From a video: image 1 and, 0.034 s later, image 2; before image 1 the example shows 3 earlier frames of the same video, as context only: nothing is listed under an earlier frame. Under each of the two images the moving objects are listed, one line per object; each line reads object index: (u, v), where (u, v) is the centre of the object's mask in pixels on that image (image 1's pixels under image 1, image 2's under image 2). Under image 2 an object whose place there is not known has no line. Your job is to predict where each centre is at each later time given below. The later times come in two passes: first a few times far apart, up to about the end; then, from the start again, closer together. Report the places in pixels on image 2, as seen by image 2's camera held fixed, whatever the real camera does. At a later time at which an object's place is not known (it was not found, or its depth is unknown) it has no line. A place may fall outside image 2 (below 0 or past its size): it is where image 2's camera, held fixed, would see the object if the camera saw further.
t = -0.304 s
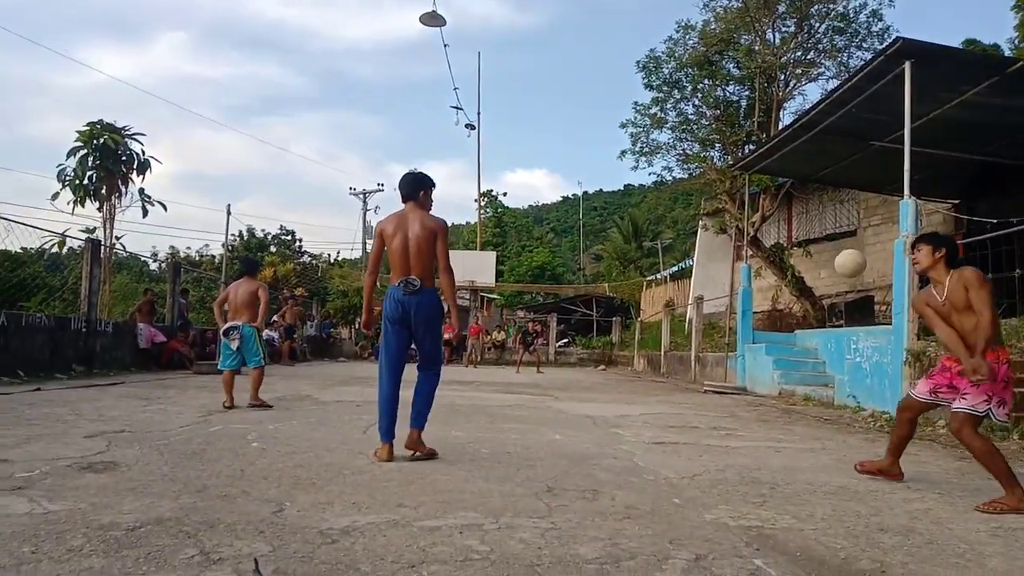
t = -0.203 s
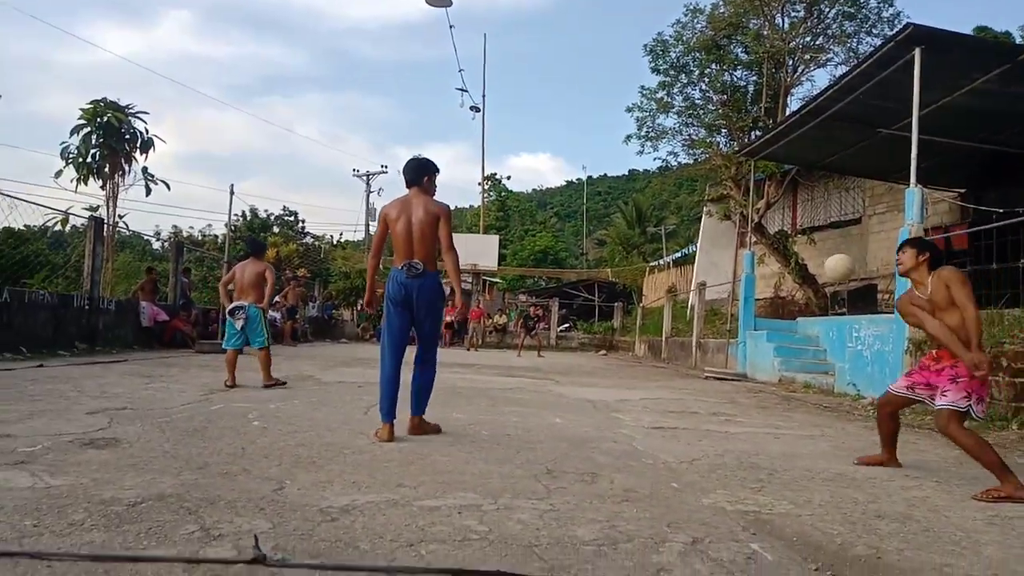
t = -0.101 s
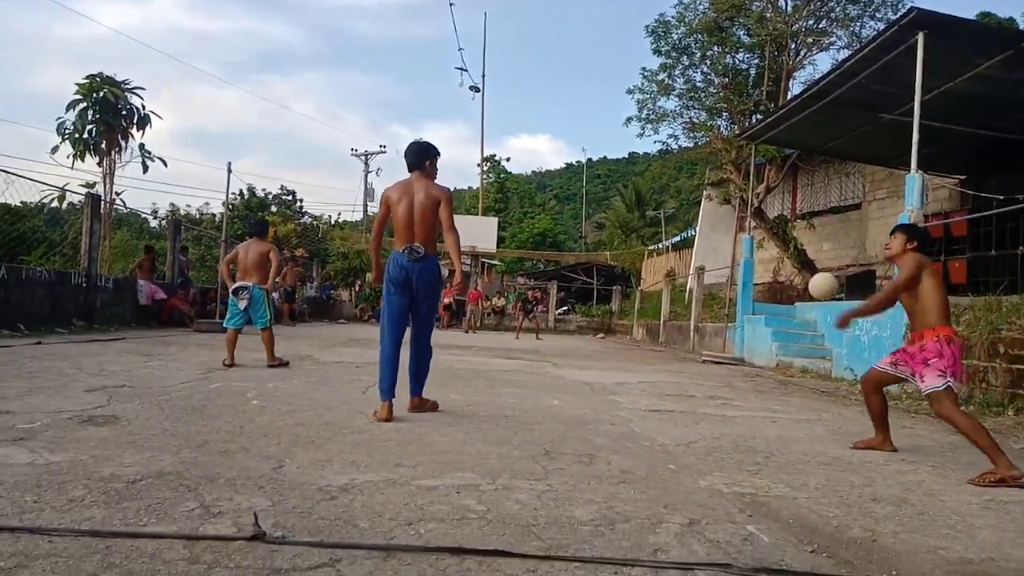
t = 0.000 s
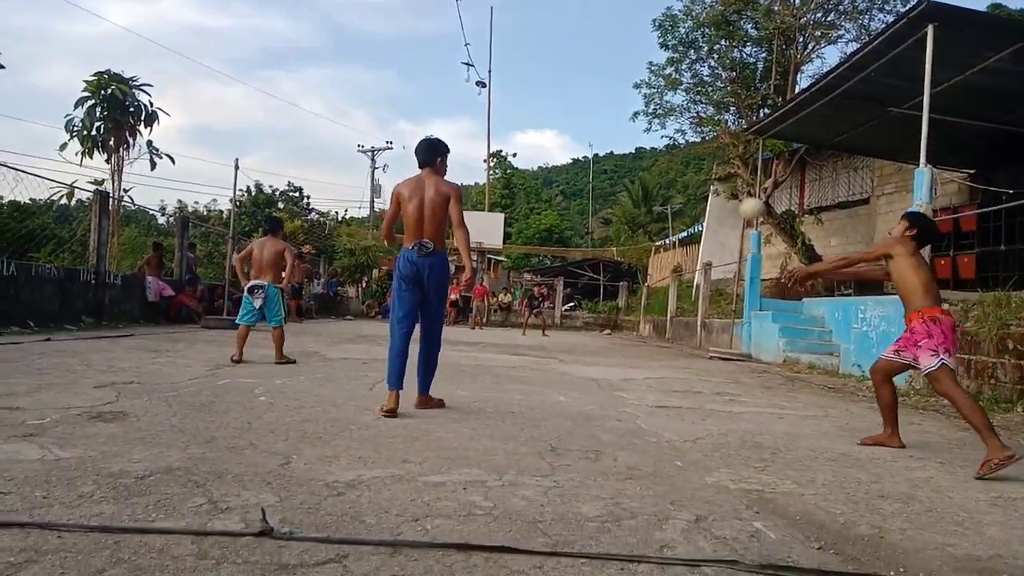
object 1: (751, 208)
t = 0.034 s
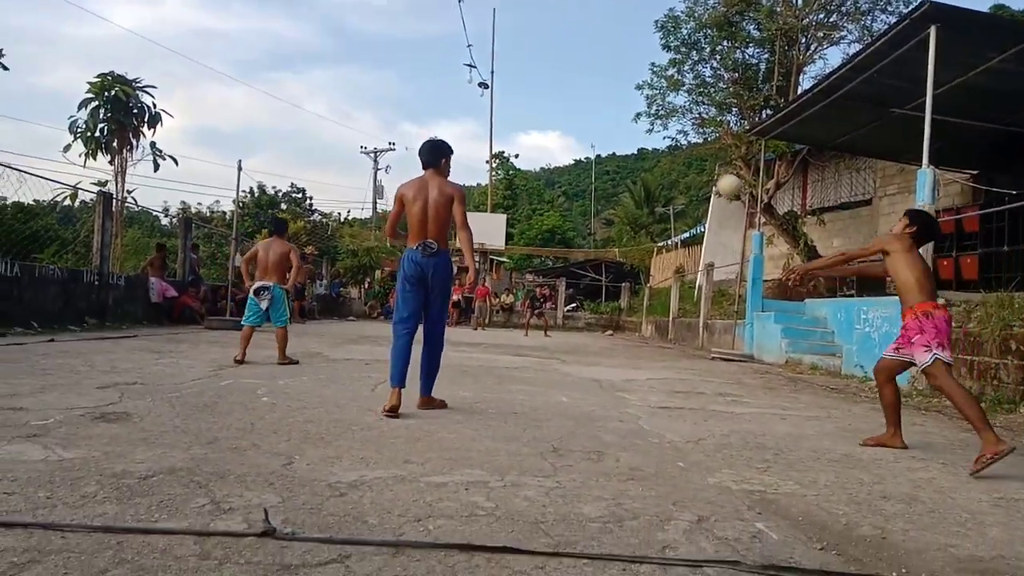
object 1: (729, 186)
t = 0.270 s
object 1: (615, 101)
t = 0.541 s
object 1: (543, 98)
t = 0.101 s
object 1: (690, 149)
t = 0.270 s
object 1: (615, 101)
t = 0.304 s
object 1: (604, 96)
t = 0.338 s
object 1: (593, 94)
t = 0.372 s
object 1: (582, 92)
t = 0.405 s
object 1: (573, 92)
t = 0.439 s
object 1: (565, 93)
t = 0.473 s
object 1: (557, 94)
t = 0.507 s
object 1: (550, 96)
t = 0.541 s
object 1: (543, 98)
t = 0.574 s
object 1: (537, 102)
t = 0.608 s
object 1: (530, 105)
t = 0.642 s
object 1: (524, 110)
